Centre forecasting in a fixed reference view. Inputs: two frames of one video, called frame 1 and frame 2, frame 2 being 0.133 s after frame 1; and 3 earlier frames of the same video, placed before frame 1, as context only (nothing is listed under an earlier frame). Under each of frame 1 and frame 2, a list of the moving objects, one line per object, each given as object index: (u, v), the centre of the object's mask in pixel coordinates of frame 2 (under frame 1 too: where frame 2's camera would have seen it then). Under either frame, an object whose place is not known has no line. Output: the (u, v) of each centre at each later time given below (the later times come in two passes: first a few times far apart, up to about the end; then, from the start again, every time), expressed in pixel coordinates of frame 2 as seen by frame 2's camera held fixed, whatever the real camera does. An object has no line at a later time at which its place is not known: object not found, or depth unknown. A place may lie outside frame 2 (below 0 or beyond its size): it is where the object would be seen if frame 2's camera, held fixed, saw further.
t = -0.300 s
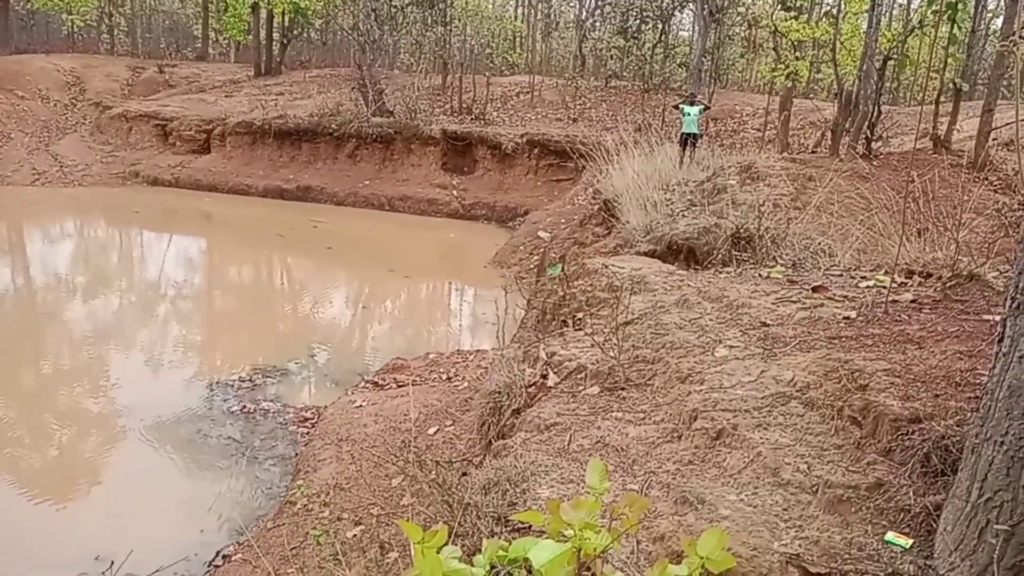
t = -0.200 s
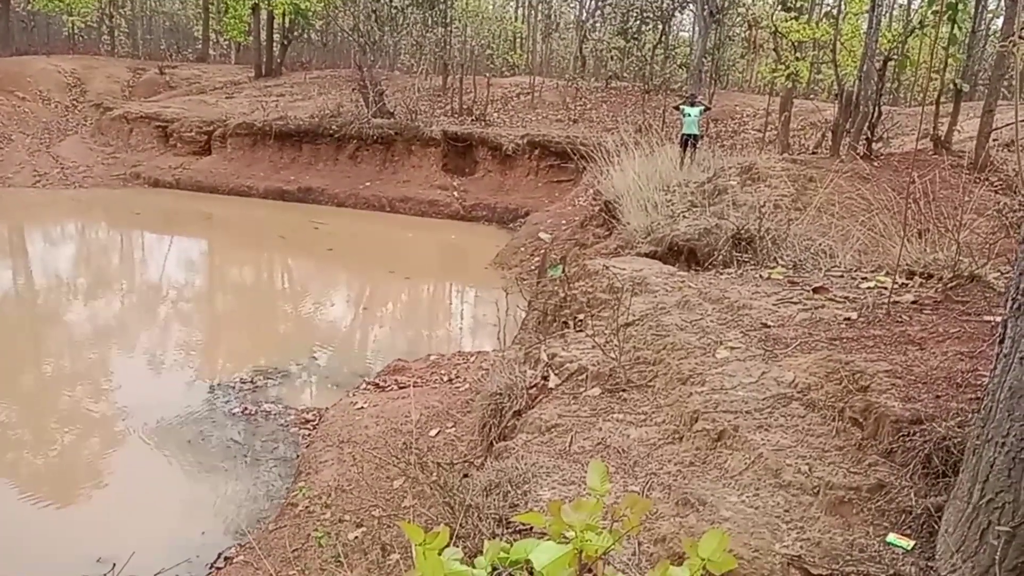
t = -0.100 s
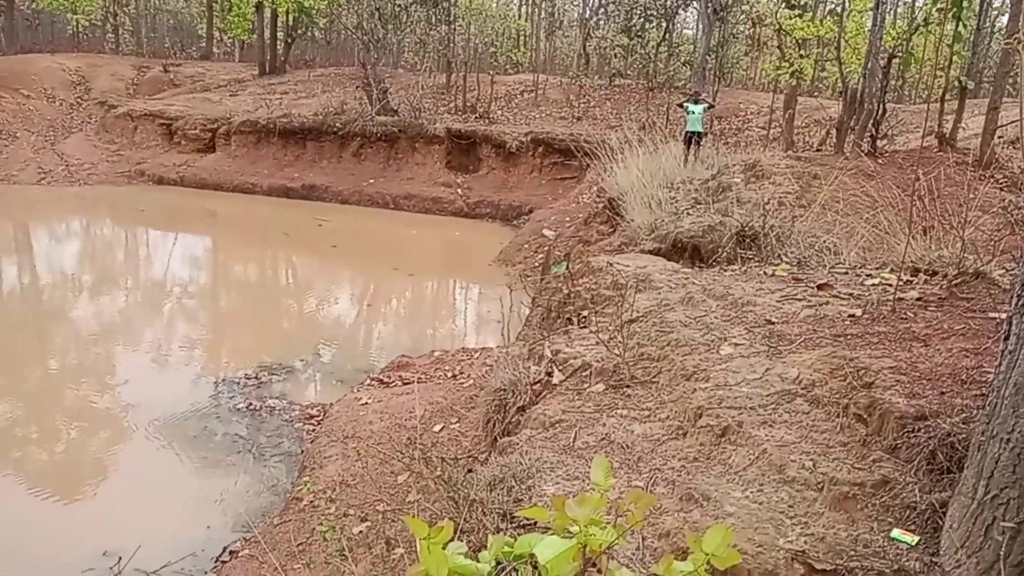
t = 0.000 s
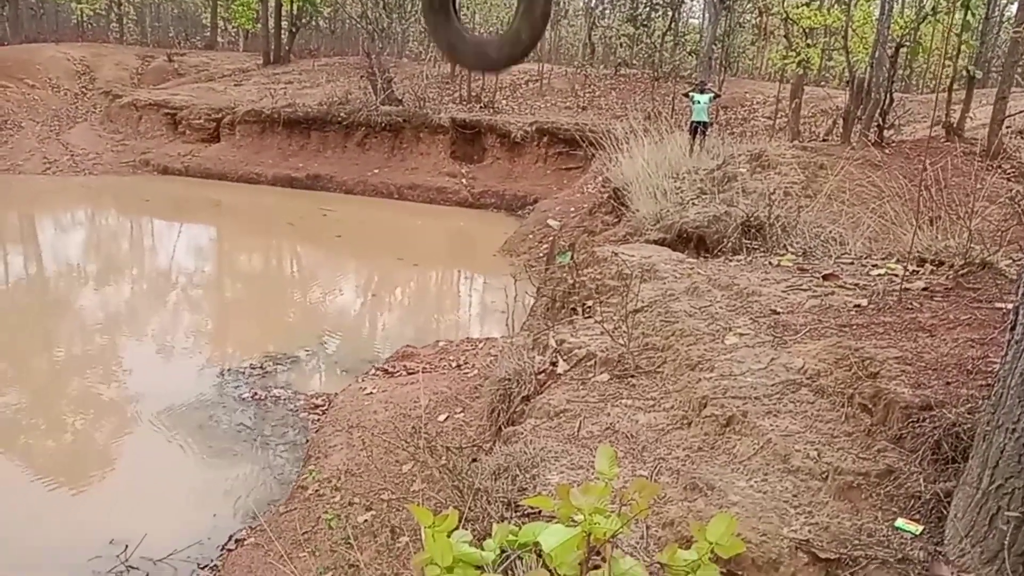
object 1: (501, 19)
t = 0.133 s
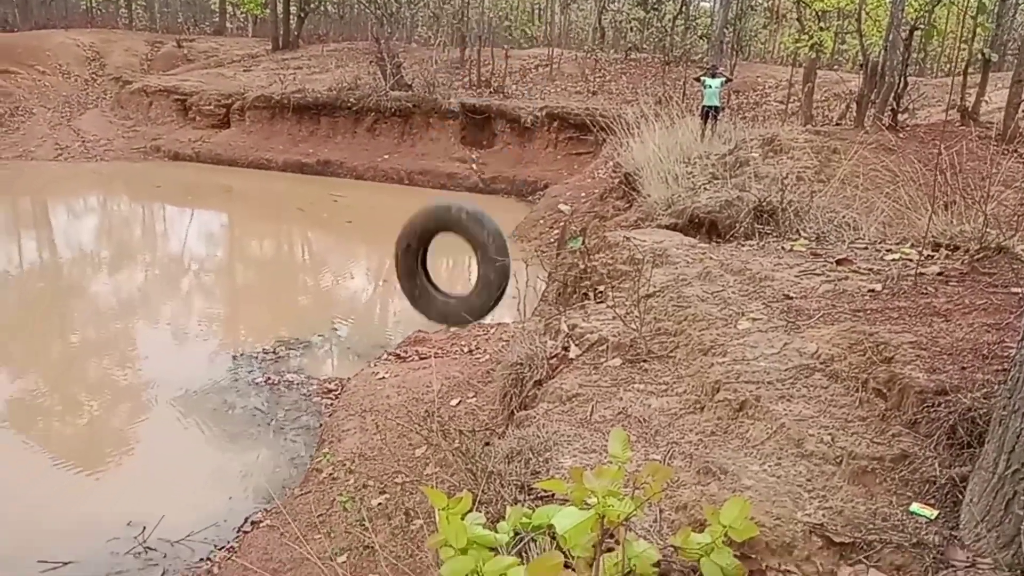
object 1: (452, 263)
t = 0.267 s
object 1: (402, 437)
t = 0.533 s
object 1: (245, 312)
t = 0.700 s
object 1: (157, 283)
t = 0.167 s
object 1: (443, 328)
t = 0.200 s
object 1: (443, 373)
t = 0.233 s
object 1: (405, 433)
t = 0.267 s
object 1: (402, 437)
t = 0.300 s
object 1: (382, 417)
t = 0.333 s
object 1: (363, 398)
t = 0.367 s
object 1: (342, 379)
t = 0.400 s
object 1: (323, 363)
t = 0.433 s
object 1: (303, 348)
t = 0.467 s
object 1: (284, 334)
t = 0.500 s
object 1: (264, 322)
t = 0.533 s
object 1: (245, 312)
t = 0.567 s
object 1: (227, 303)
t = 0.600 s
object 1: (209, 296)
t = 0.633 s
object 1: (191, 290)
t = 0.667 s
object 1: (173, 286)
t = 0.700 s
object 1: (157, 283)
